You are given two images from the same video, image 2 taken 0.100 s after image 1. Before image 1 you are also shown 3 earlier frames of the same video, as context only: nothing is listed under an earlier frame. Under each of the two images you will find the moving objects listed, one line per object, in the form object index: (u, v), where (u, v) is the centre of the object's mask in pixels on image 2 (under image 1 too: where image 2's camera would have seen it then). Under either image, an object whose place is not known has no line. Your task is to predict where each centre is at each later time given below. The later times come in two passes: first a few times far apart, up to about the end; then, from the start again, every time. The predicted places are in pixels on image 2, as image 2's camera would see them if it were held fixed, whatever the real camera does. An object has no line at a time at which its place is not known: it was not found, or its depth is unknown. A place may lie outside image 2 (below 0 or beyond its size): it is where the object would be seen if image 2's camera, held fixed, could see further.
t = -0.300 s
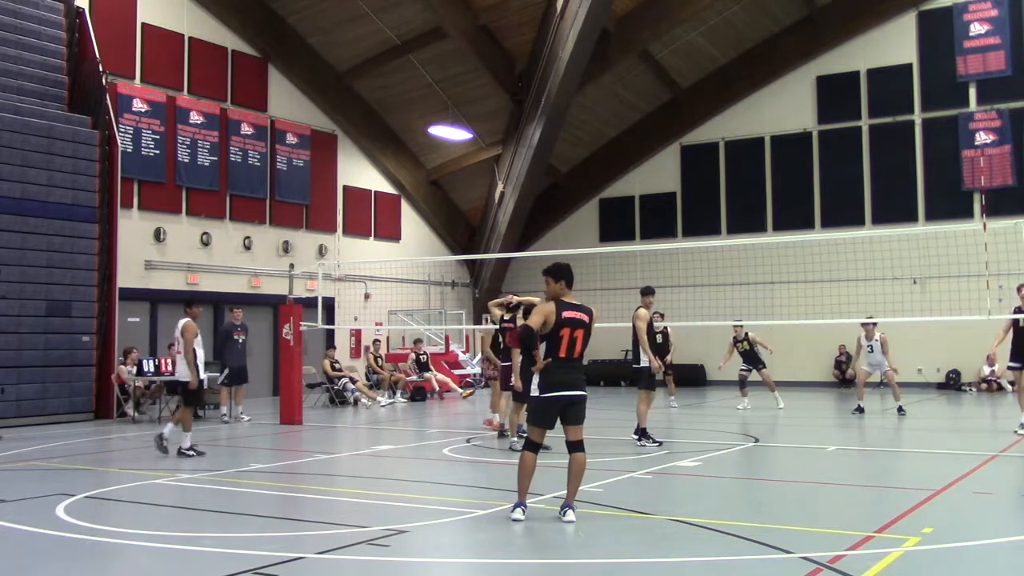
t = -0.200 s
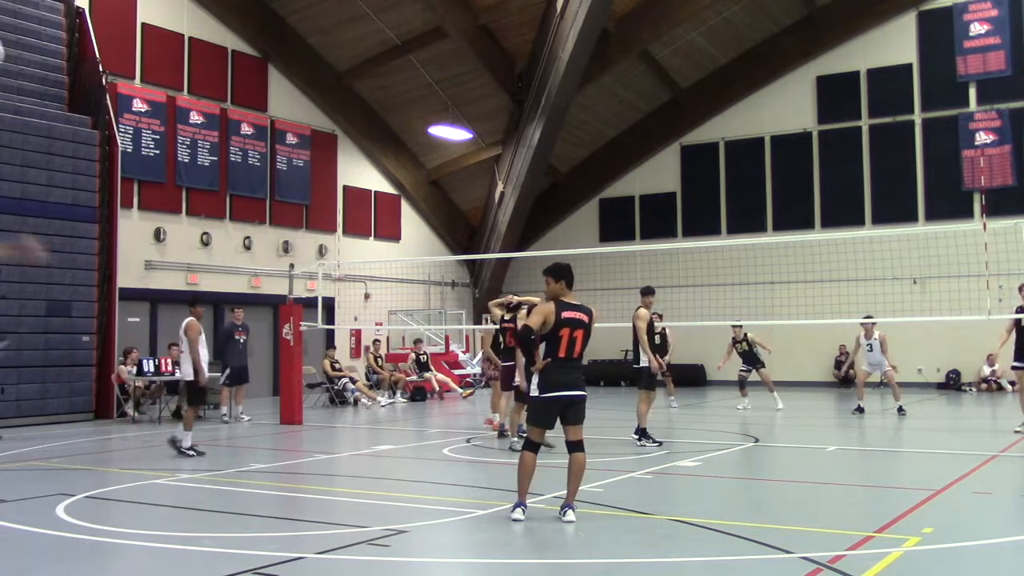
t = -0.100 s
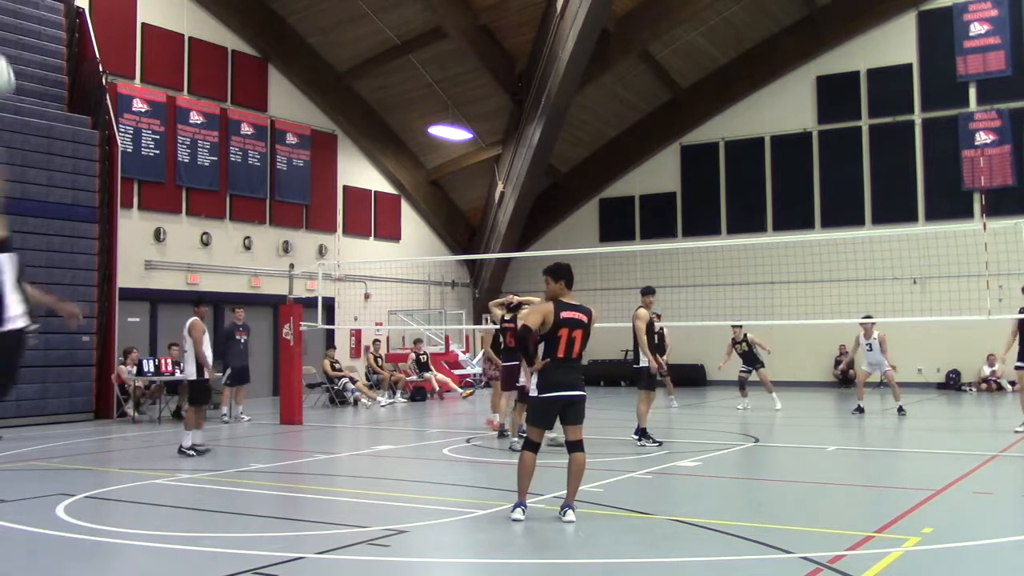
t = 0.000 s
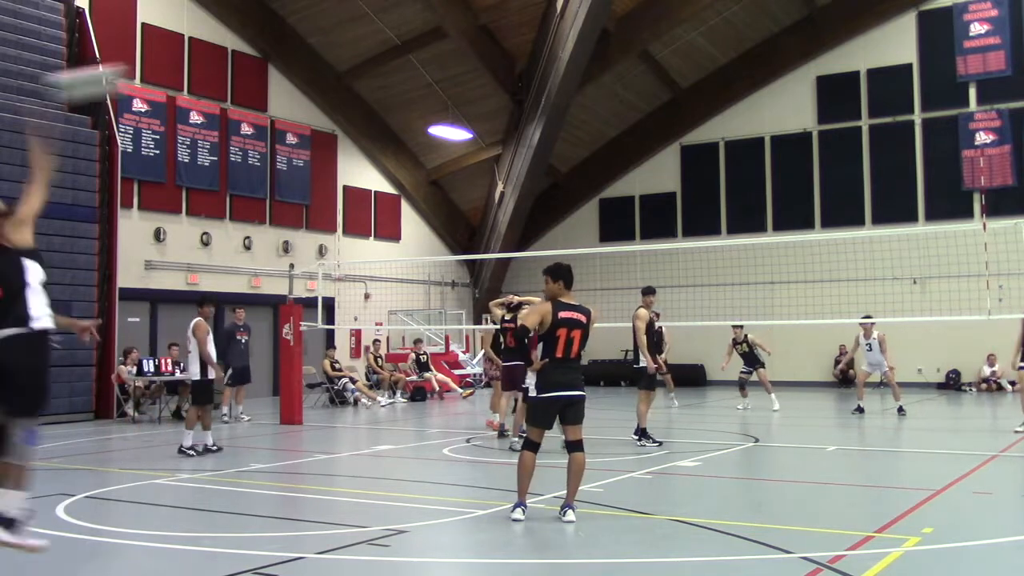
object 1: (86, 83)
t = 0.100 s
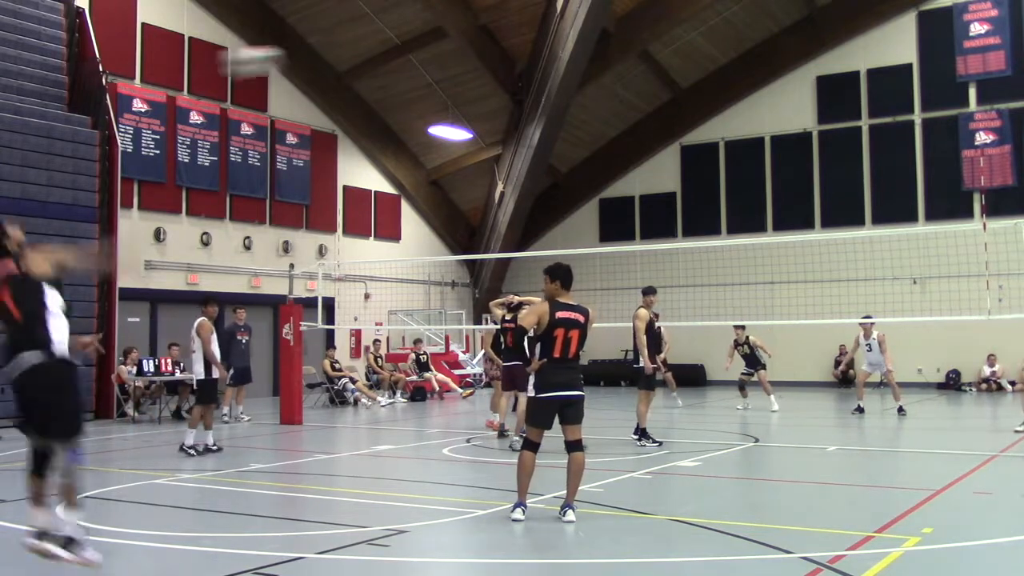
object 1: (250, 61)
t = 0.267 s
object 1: (425, 60)
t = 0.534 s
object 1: (577, 105)
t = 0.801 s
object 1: (668, 181)
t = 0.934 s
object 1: (700, 225)
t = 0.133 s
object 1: (296, 58)
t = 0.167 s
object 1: (333, 57)
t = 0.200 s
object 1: (366, 57)
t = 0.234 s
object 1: (398, 58)
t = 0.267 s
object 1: (425, 60)
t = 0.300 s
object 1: (451, 63)
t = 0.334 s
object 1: (474, 67)
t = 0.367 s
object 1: (494, 71)
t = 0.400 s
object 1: (513, 77)
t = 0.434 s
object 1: (530, 83)
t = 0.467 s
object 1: (547, 90)
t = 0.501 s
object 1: (563, 98)
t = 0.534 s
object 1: (577, 105)
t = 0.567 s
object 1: (590, 114)
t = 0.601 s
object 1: (604, 123)
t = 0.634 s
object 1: (616, 132)
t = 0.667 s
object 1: (627, 141)
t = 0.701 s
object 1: (638, 152)
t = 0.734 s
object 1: (647, 159)
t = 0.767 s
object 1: (657, 169)
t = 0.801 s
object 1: (668, 181)
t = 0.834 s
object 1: (676, 192)
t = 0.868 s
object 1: (684, 203)
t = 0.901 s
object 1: (692, 215)
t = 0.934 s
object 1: (700, 225)
